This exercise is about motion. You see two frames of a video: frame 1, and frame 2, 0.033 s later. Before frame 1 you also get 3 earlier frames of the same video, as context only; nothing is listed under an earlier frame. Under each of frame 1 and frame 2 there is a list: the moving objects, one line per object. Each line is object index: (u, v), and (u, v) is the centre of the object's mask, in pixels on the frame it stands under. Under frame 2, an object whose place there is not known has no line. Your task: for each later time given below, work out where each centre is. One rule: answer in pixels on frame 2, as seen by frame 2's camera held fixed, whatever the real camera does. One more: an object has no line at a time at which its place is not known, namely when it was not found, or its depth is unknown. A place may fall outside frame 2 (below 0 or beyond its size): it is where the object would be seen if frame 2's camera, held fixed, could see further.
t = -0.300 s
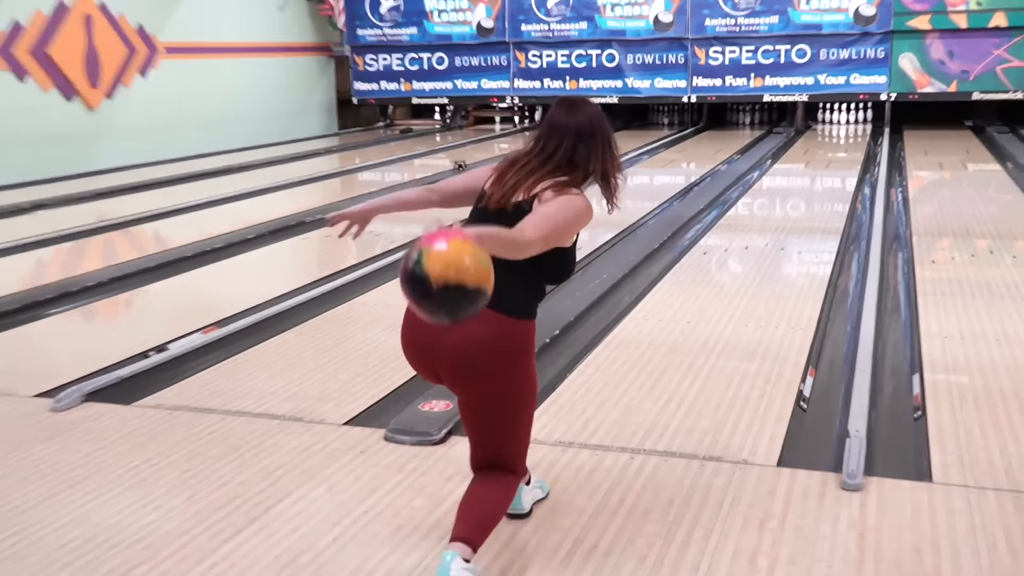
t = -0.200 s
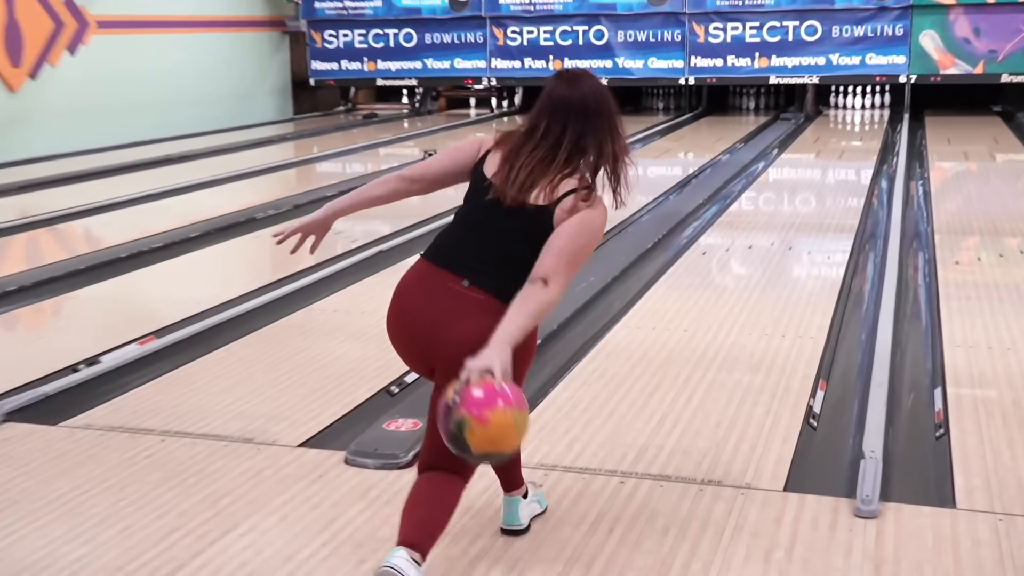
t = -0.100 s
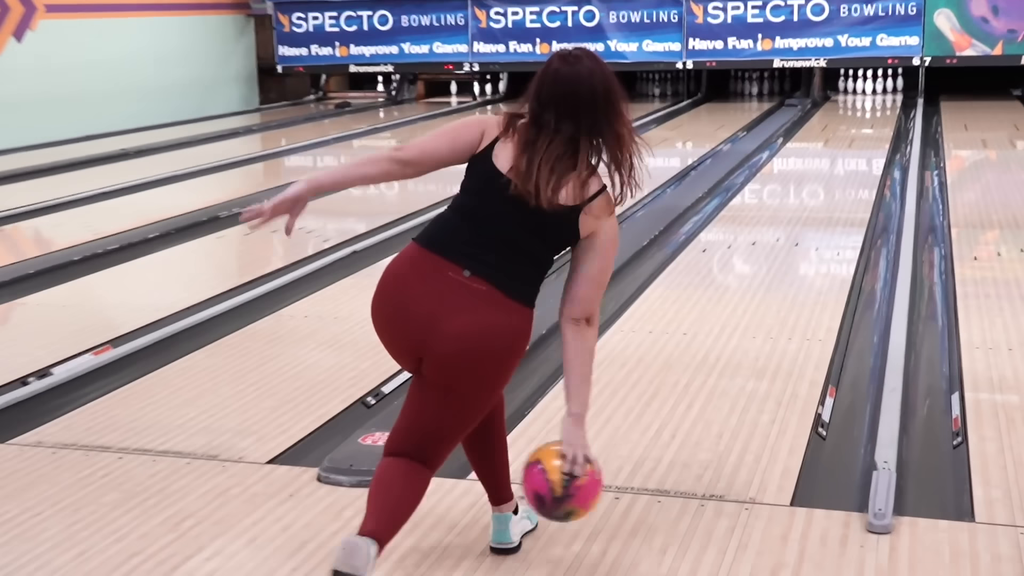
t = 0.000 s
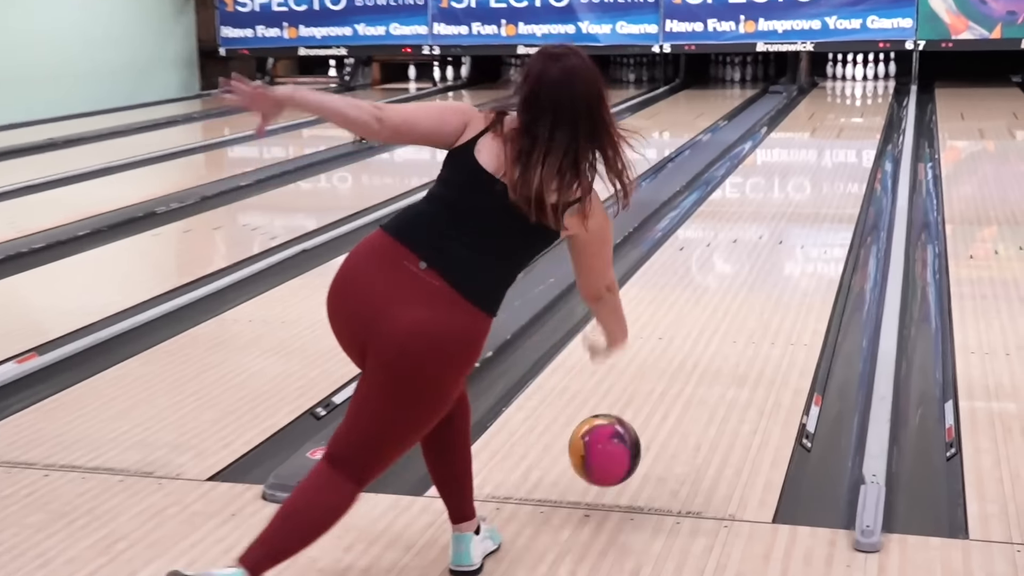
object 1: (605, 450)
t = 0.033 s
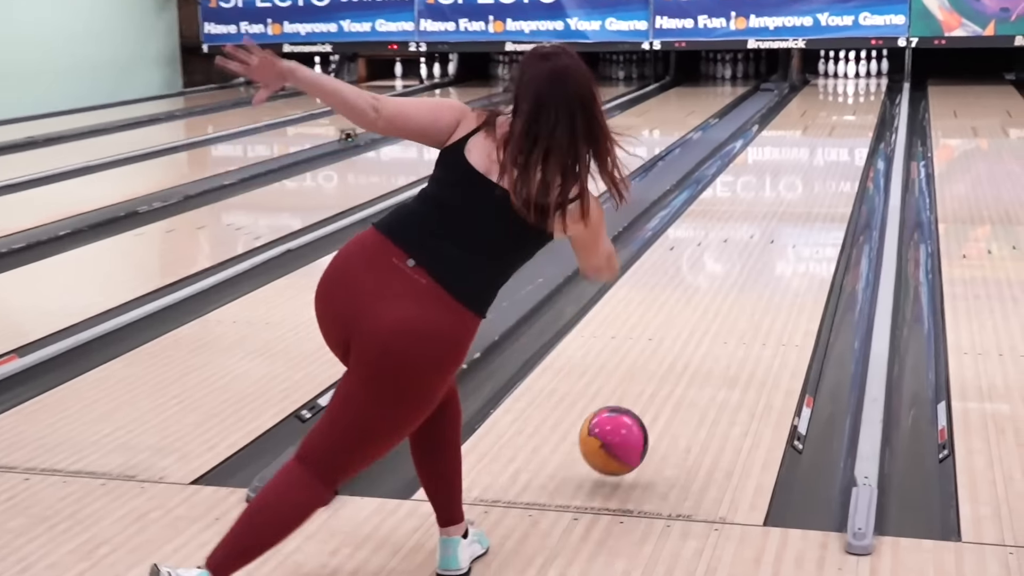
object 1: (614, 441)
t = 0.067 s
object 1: (632, 429)
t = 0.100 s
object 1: (648, 405)
